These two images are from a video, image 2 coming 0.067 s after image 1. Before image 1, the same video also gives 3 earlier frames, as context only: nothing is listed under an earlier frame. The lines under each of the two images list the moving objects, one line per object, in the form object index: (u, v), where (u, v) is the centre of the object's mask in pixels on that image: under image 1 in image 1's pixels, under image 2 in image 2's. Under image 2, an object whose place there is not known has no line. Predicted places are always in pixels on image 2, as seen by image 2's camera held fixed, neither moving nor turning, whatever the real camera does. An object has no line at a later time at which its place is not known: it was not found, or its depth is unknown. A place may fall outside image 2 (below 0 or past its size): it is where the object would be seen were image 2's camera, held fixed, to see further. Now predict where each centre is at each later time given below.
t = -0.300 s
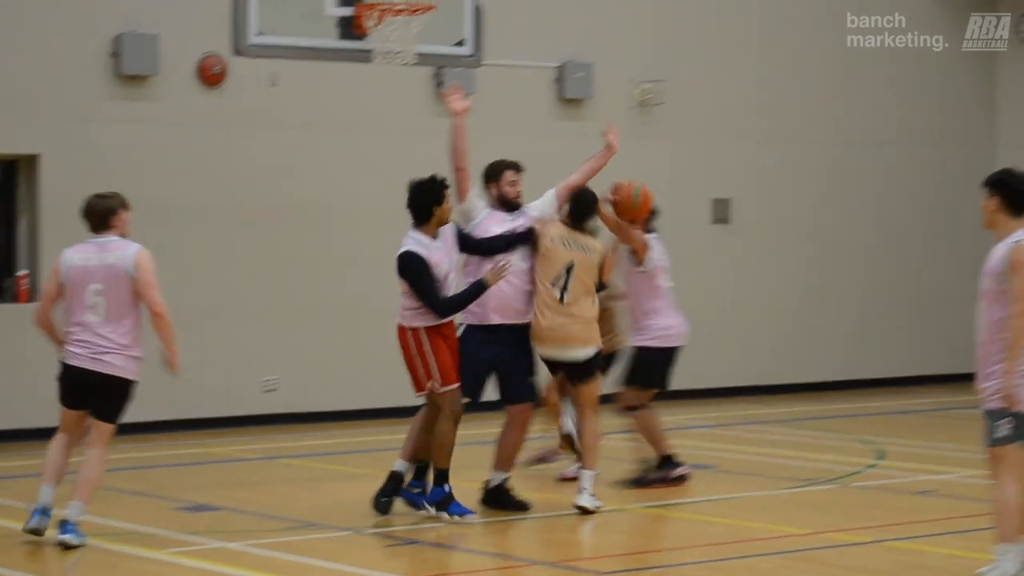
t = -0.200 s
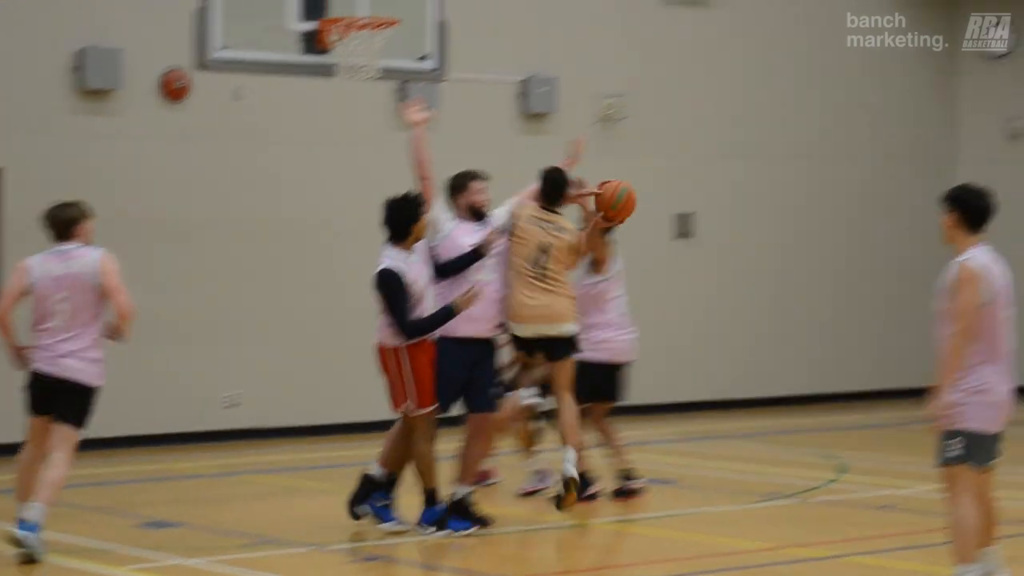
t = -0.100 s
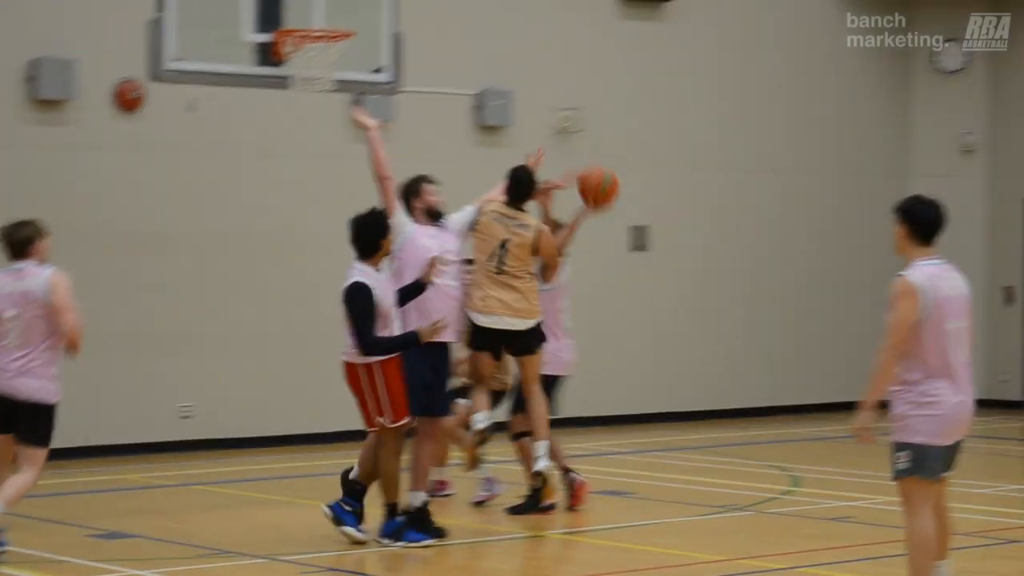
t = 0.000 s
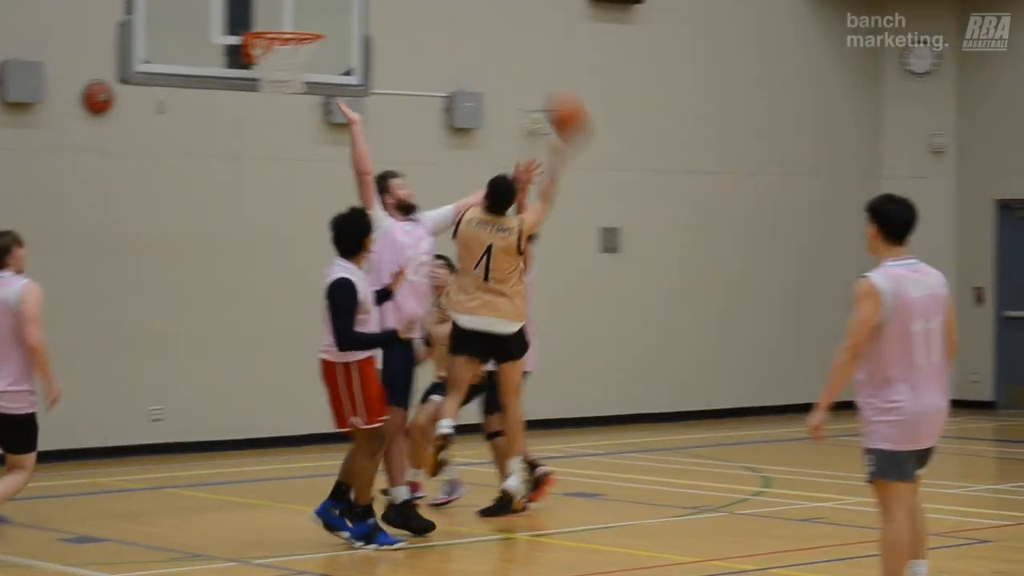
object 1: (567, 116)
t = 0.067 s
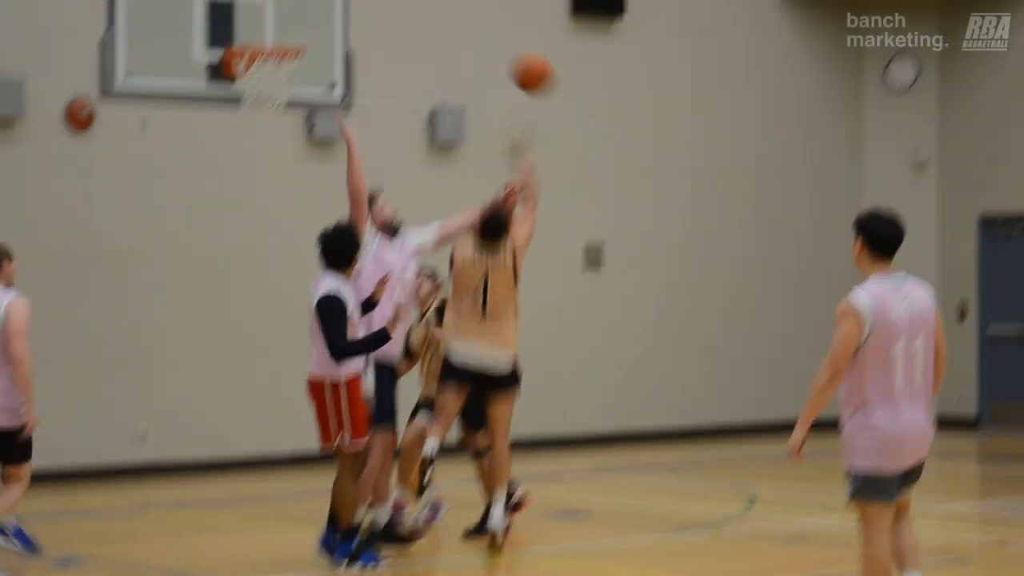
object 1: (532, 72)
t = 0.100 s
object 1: (523, 45)
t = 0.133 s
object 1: (514, 20)
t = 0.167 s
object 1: (506, -3)
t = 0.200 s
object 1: (497, -24)
